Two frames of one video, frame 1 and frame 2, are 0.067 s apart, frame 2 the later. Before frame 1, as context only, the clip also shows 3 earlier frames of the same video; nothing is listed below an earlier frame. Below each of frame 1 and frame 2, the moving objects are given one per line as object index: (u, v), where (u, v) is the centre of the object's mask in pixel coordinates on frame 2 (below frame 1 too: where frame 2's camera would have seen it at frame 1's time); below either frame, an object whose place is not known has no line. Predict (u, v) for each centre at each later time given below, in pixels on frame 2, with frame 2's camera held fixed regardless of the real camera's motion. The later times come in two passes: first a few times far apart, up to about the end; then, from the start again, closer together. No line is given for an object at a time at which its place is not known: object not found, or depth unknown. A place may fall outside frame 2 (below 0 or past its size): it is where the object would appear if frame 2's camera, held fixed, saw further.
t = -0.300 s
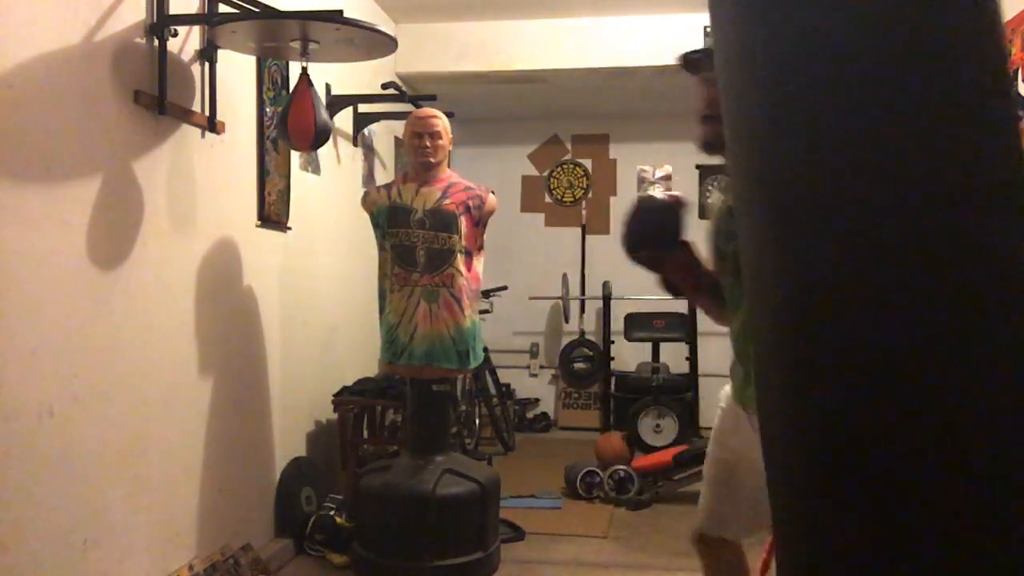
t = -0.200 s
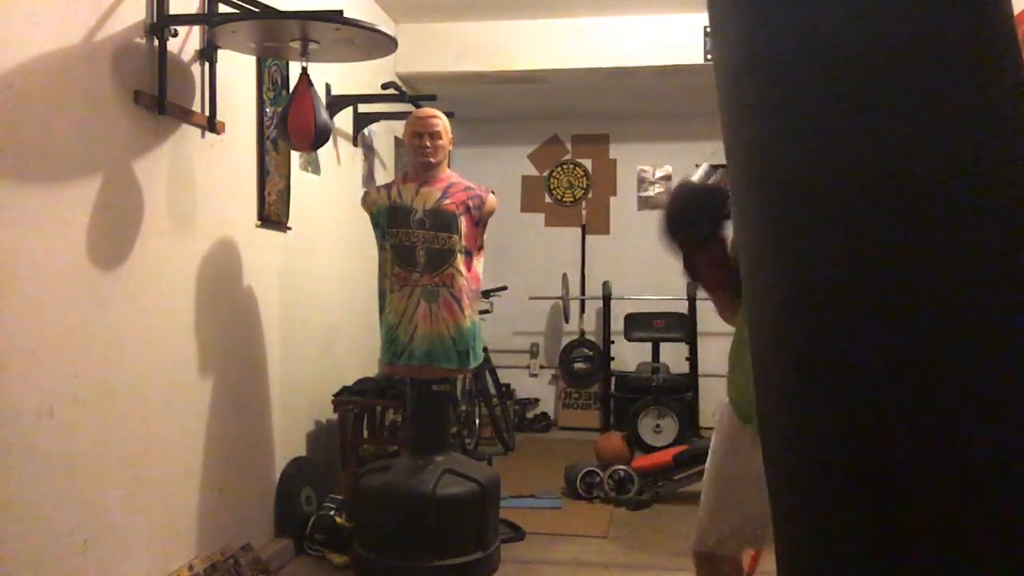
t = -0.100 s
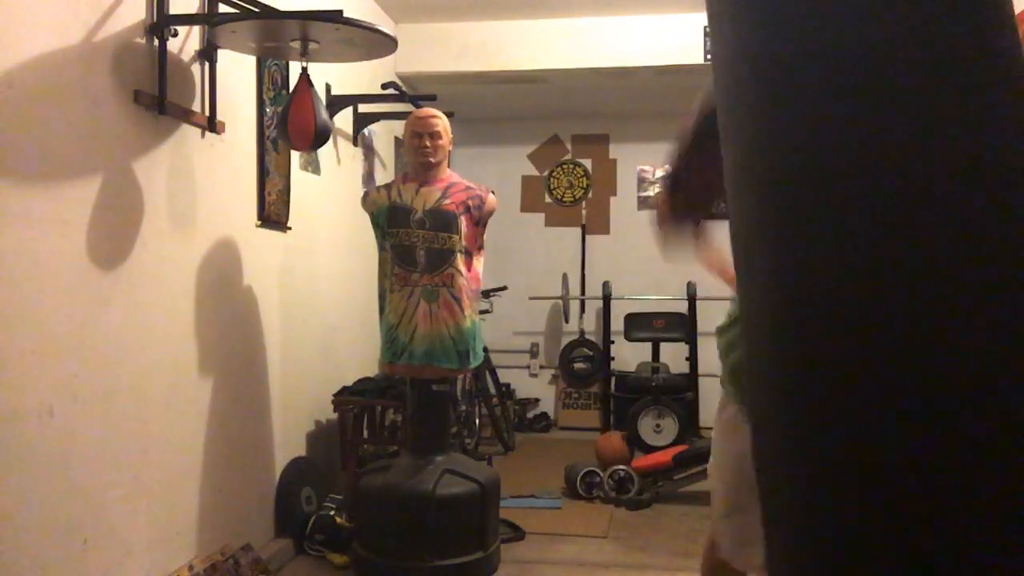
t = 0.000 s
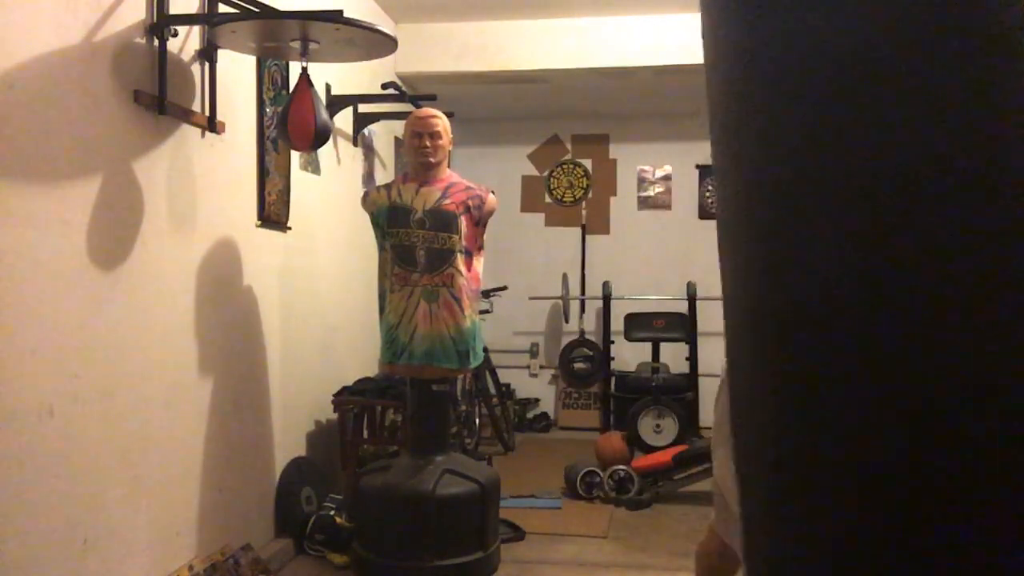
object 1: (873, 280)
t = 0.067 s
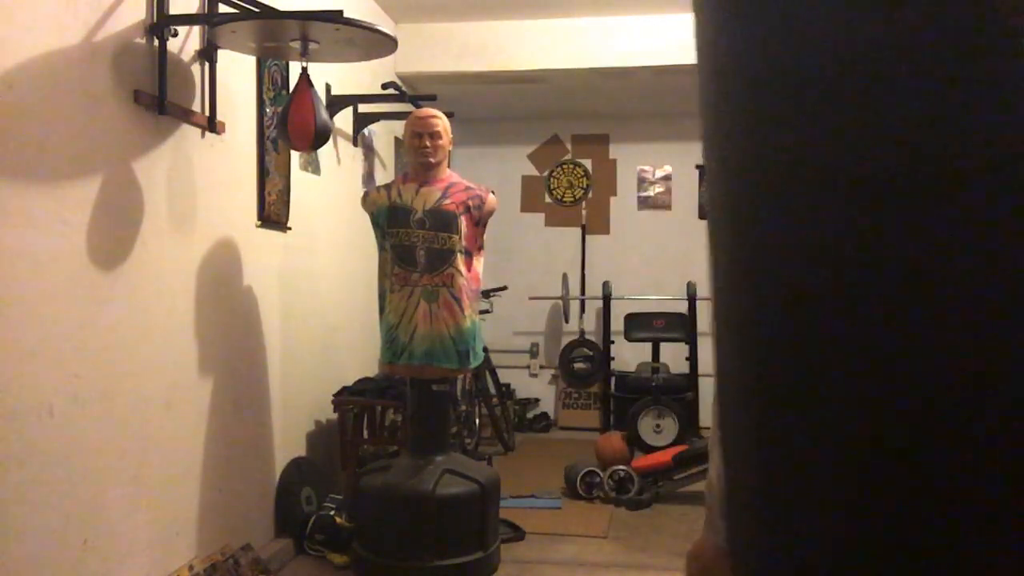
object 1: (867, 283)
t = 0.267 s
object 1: (835, 295)
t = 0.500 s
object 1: (751, 293)
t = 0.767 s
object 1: (692, 293)
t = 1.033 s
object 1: (673, 287)
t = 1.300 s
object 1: (681, 286)
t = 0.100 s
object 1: (865, 283)
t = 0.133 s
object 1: (859, 284)
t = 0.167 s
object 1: (853, 286)
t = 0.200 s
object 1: (846, 289)
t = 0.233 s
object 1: (841, 292)
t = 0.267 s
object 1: (835, 295)
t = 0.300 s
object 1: (827, 297)
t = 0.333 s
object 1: (815, 297)
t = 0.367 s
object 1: (803, 298)
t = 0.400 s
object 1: (788, 297)
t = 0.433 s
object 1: (773, 296)
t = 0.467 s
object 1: (761, 293)
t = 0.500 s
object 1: (751, 293)
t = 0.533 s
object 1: (743, 292)
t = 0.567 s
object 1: (734, 295)
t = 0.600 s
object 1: (727, 296)
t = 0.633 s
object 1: (718, 296)
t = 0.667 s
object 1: (710, 294)
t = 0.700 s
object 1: (703, 293)
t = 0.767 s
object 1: (692, 293)
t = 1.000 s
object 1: (673, 288)
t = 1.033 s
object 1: (673, 287)
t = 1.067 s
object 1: (673, 288)
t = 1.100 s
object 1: (673, 287)
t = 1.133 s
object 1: (672, 287)
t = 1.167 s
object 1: (673, 287)
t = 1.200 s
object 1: (674, 287)
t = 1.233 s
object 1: (676, 287)
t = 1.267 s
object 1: (678, 286)
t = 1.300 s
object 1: (681, 286)
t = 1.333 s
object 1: (683, 286)
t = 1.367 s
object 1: (687, 286)
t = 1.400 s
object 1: (691, 286)
